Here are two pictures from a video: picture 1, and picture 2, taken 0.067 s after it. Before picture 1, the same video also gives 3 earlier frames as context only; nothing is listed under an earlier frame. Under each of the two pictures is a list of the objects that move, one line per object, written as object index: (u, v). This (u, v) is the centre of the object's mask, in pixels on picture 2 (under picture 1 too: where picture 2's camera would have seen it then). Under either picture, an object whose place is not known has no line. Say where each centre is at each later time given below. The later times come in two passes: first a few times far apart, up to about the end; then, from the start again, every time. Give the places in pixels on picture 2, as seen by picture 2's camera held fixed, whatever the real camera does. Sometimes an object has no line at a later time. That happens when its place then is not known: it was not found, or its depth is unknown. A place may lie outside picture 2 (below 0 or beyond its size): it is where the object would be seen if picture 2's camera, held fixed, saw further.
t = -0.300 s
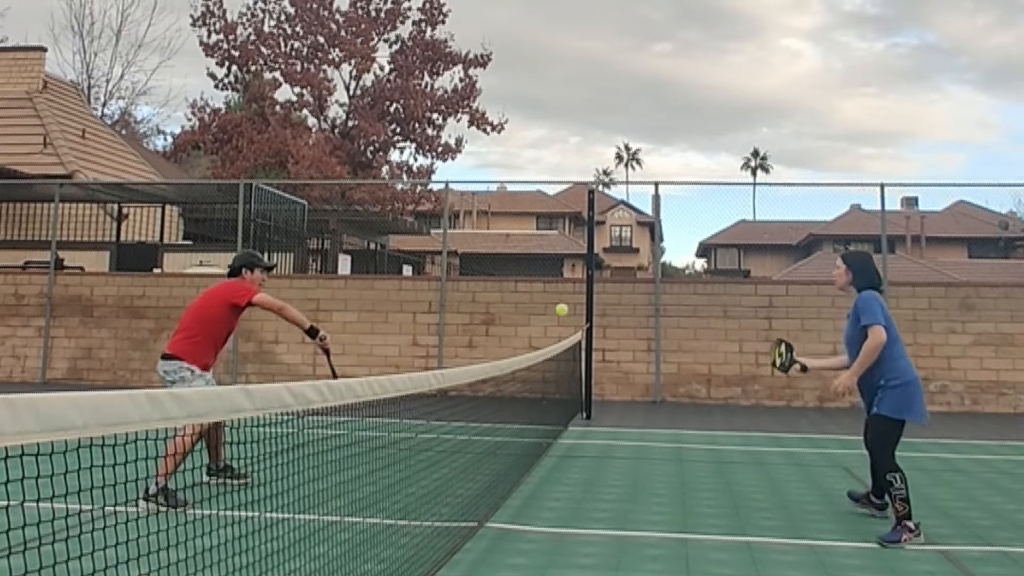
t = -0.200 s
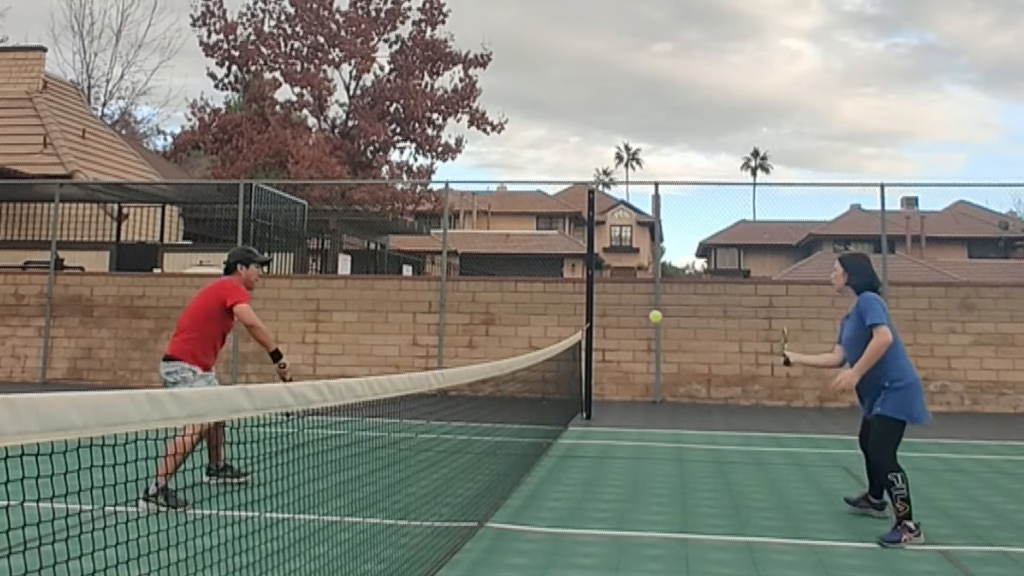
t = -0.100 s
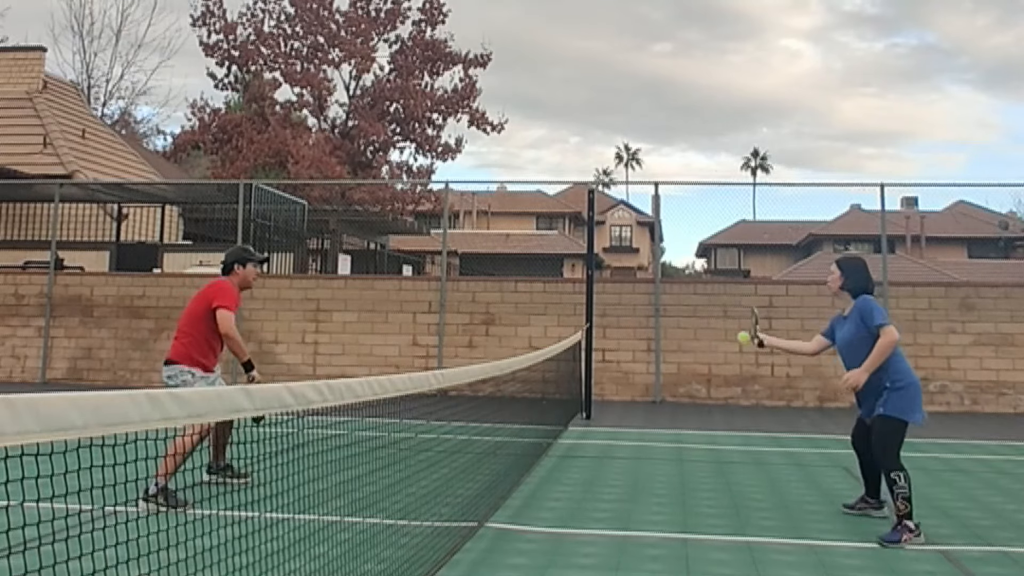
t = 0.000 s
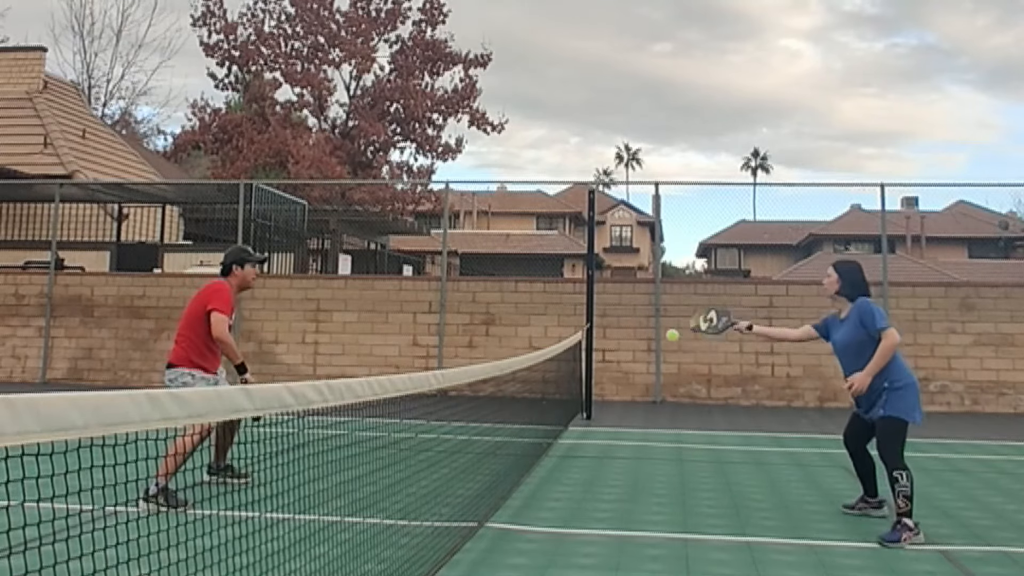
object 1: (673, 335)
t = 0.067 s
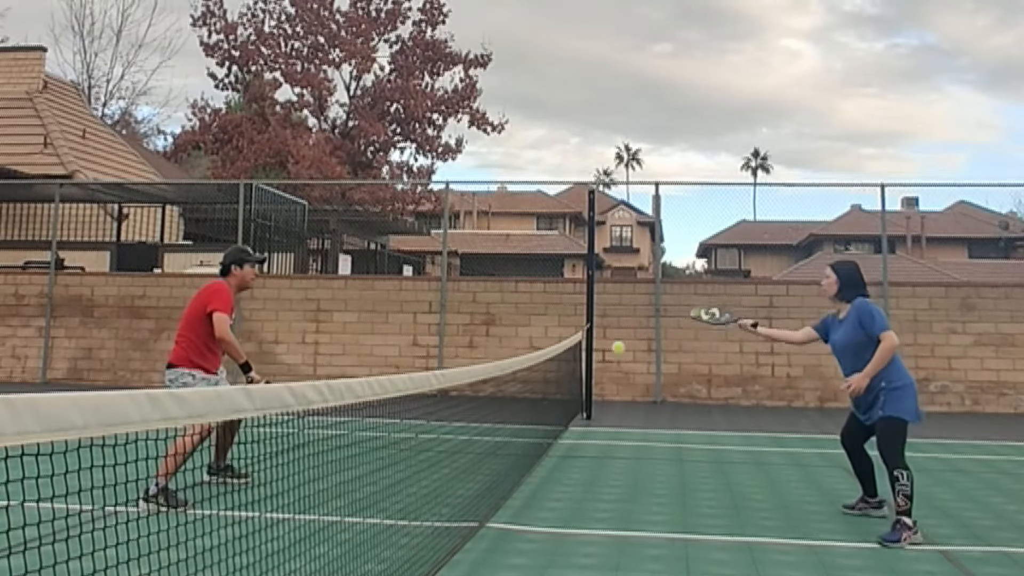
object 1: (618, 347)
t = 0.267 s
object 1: (500, 409)
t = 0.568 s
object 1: (541, 494)
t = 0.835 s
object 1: (602, 516)
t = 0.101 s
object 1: (591, 356)
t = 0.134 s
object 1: (563, 367)
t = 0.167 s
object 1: (537, 379)
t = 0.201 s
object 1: (511, 392)
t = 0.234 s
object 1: (501, 400)
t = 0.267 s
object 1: (500, 409)
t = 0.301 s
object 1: (501, 419)
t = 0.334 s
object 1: (504, 432)
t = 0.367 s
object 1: (508, 446)
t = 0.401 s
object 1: (512, 461)
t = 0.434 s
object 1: (516, 479)
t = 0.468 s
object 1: (520, 499)
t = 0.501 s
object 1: (526, 505)
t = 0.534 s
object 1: (533, 498)
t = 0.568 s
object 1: (541, 494)
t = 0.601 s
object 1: (549, 491)
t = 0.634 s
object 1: (556, 490)
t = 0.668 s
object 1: (563, 491)
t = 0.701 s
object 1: (571, 494)
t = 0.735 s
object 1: (579, 499)
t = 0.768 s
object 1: (587, 507)
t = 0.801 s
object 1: (595, 516)
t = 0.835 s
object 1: (602, 516)
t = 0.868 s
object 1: (609, 517)
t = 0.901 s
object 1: (616, 519)
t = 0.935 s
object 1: (623, 520)
